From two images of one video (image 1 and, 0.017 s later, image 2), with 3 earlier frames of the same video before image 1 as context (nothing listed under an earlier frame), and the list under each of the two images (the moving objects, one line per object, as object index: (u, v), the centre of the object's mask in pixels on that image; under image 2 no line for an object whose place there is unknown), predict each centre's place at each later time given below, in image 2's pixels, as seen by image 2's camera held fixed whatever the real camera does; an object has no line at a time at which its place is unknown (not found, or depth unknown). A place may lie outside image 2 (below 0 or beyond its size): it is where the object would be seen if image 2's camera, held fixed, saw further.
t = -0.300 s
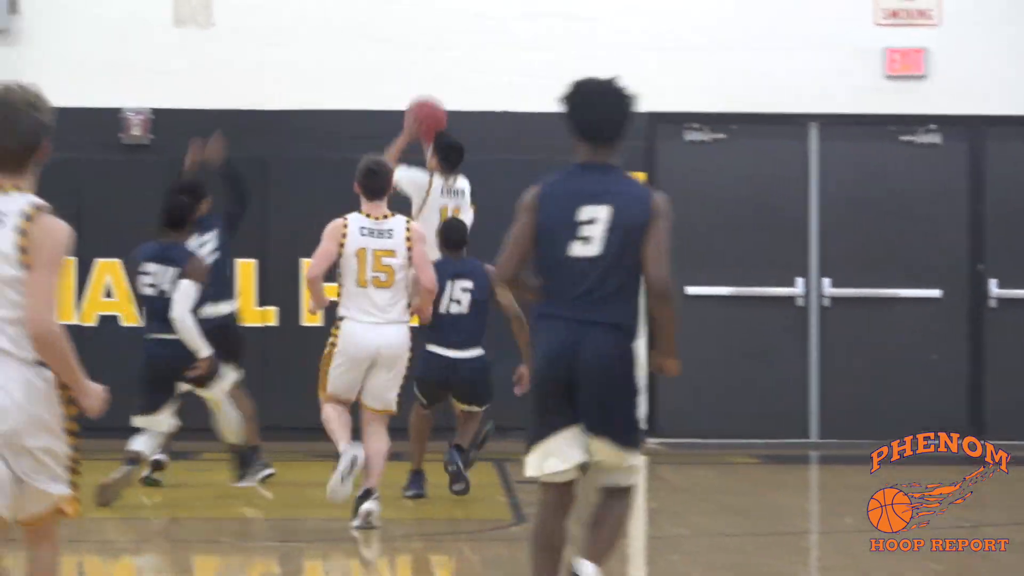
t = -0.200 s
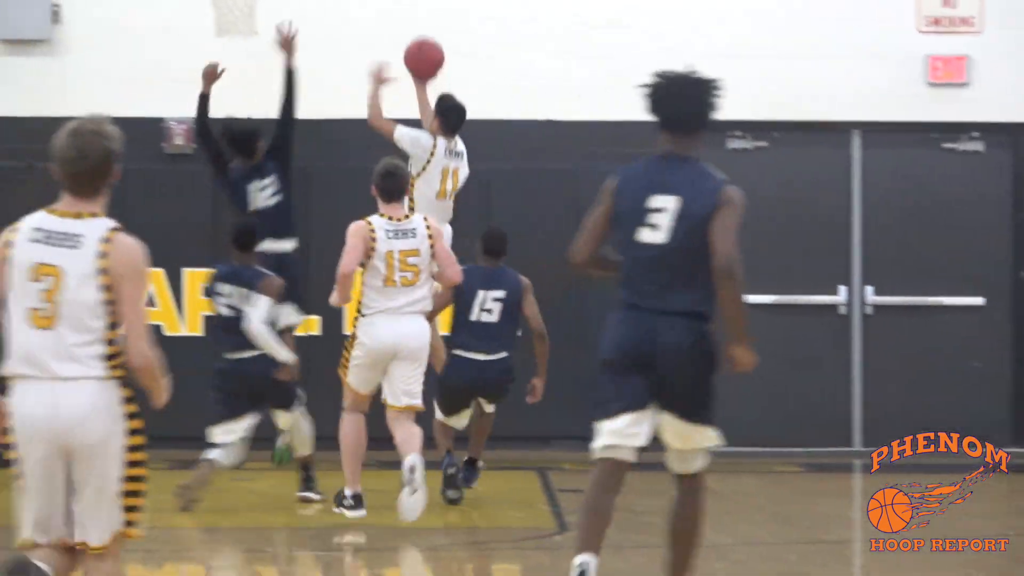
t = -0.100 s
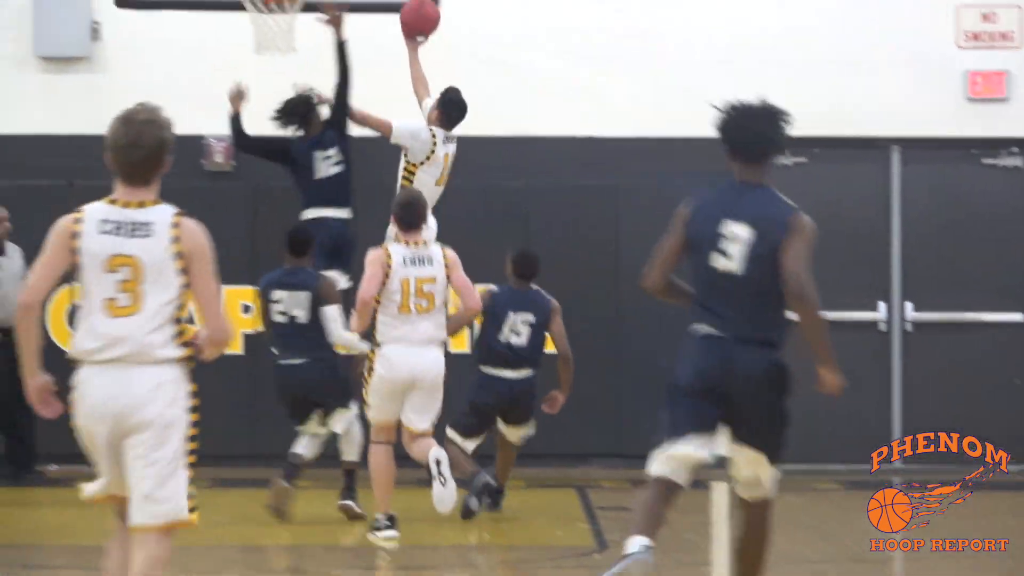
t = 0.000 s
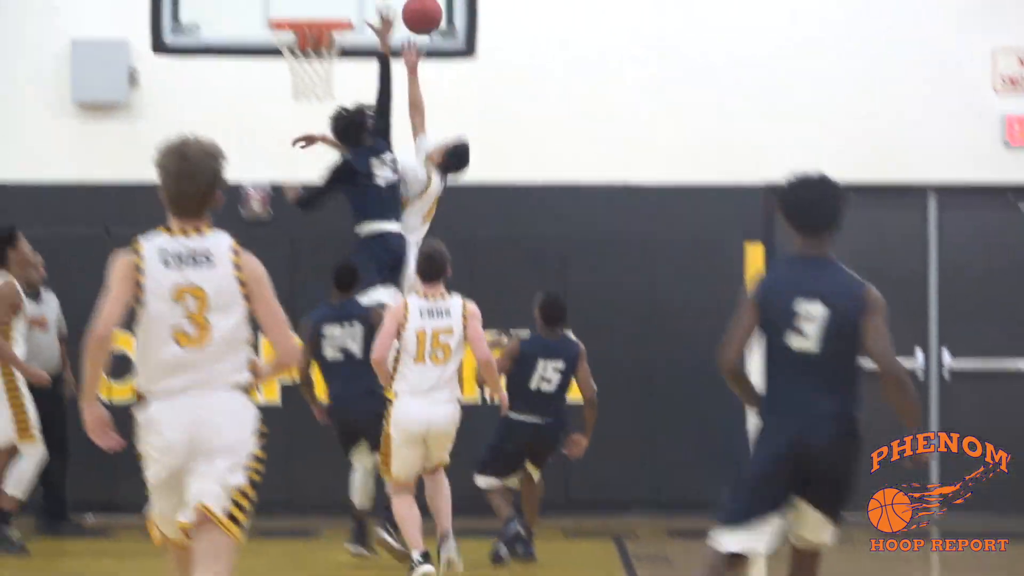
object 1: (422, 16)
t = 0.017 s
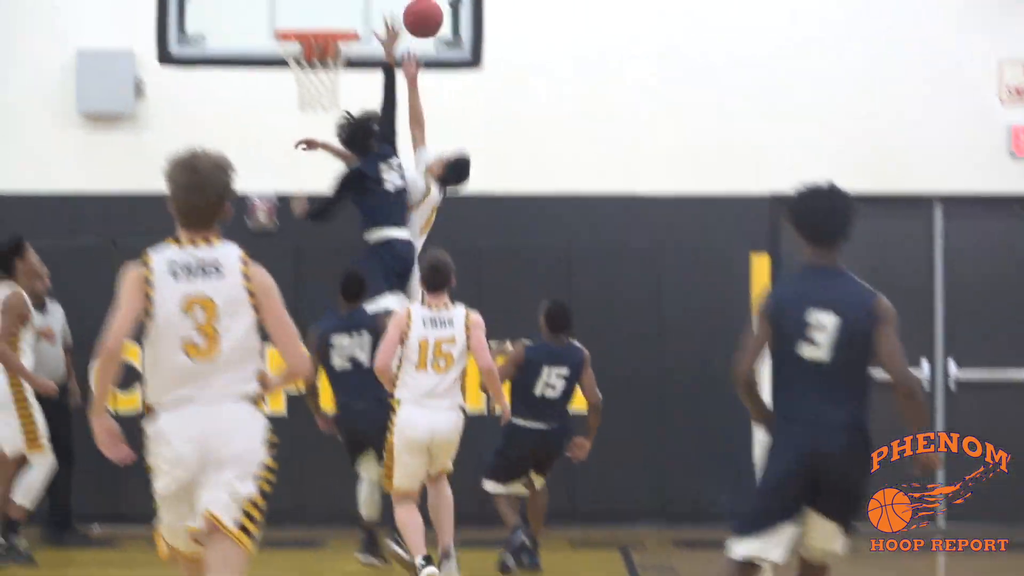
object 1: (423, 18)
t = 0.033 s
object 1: (416, 10)
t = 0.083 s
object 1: (400, -9)
